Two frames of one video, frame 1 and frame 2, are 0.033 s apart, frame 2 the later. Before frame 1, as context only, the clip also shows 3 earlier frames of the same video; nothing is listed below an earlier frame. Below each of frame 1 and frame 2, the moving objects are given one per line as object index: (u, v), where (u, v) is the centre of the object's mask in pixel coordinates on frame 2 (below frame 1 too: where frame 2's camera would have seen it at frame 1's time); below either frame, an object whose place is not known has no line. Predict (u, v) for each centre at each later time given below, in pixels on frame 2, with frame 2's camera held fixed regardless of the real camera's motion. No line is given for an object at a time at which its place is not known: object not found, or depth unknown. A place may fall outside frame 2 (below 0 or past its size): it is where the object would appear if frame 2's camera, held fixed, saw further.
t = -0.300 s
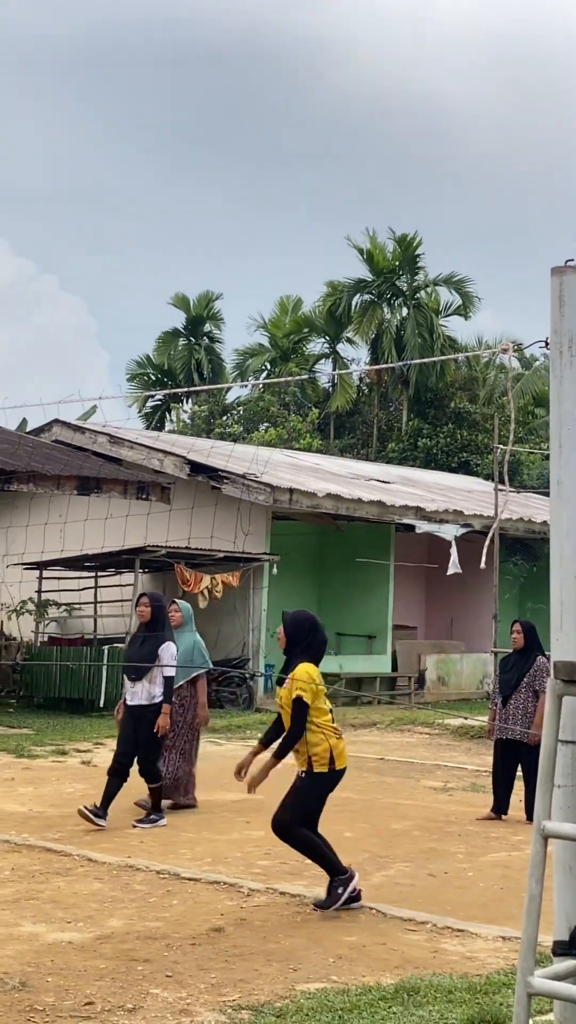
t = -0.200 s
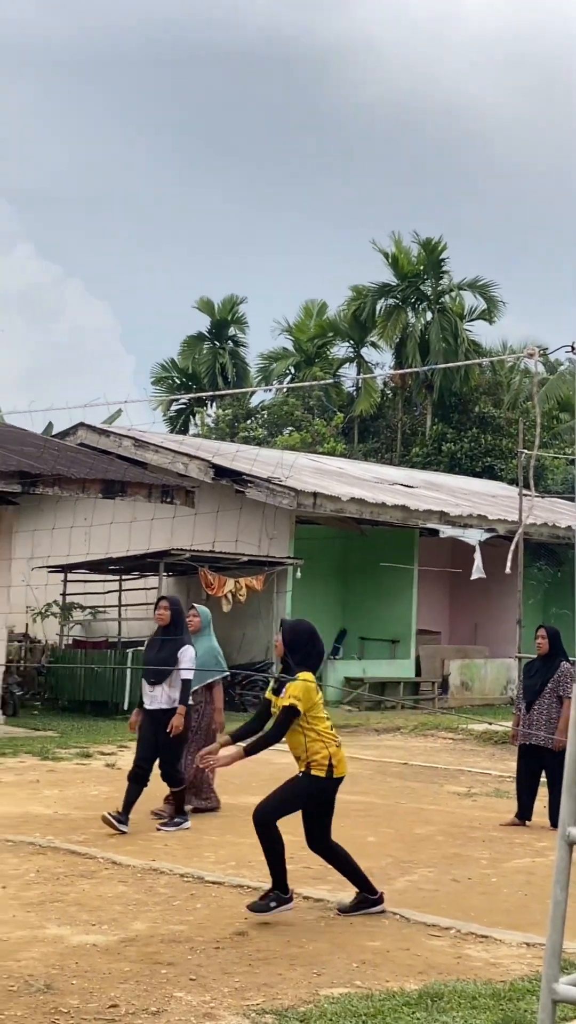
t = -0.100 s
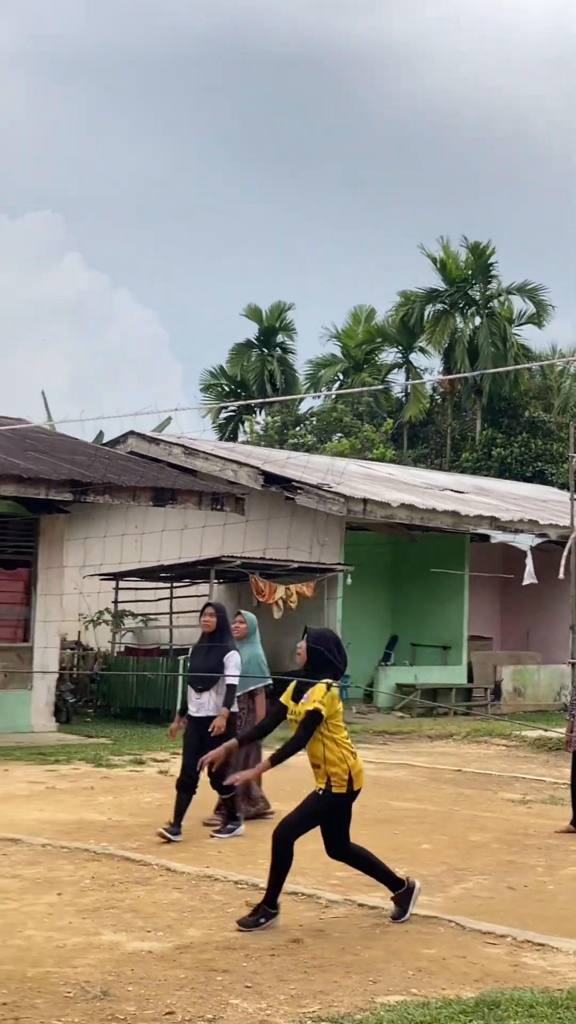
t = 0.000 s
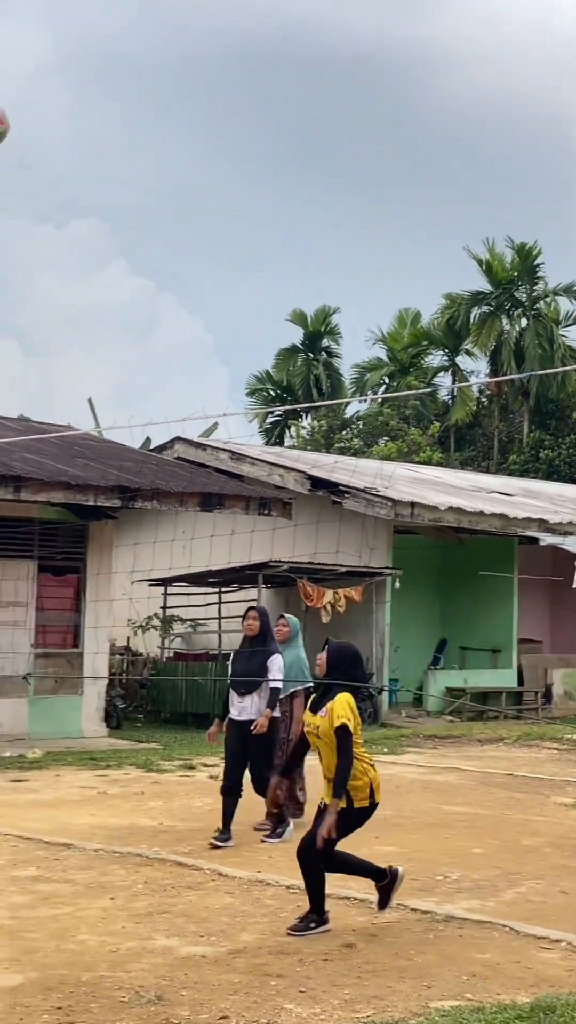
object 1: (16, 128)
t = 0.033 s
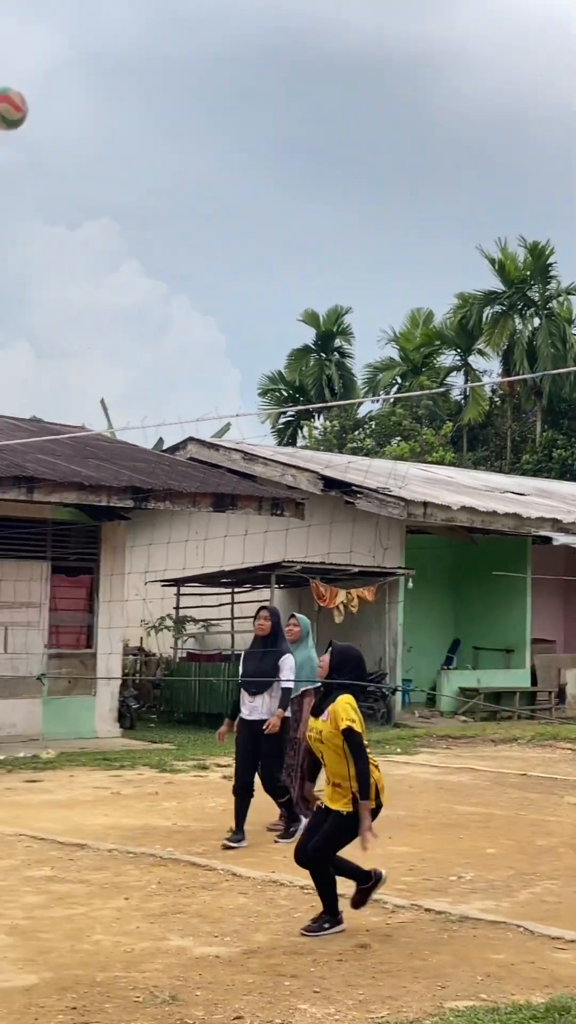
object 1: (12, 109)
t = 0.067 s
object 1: (14, 92)
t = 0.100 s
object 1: (21, 78)
